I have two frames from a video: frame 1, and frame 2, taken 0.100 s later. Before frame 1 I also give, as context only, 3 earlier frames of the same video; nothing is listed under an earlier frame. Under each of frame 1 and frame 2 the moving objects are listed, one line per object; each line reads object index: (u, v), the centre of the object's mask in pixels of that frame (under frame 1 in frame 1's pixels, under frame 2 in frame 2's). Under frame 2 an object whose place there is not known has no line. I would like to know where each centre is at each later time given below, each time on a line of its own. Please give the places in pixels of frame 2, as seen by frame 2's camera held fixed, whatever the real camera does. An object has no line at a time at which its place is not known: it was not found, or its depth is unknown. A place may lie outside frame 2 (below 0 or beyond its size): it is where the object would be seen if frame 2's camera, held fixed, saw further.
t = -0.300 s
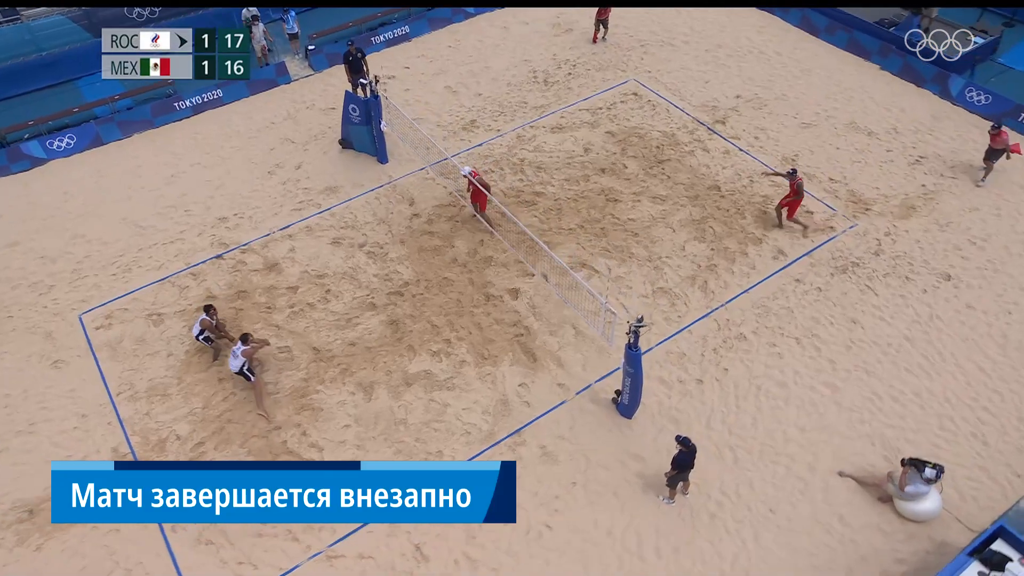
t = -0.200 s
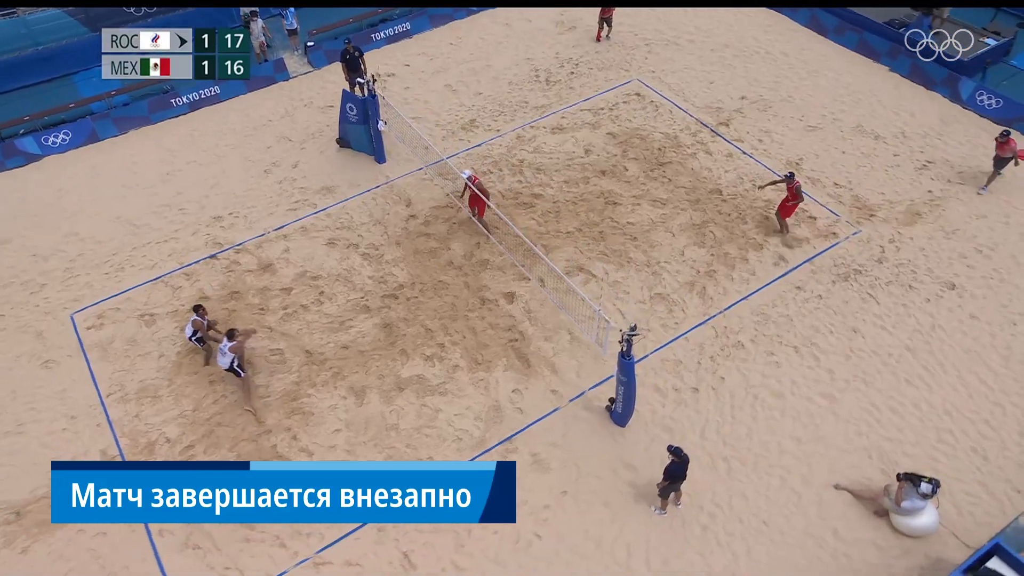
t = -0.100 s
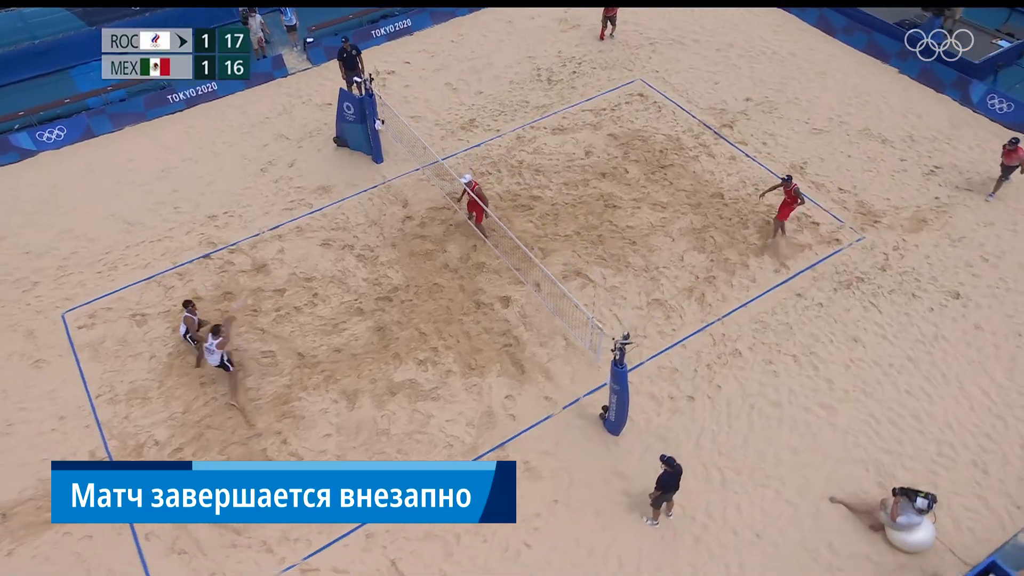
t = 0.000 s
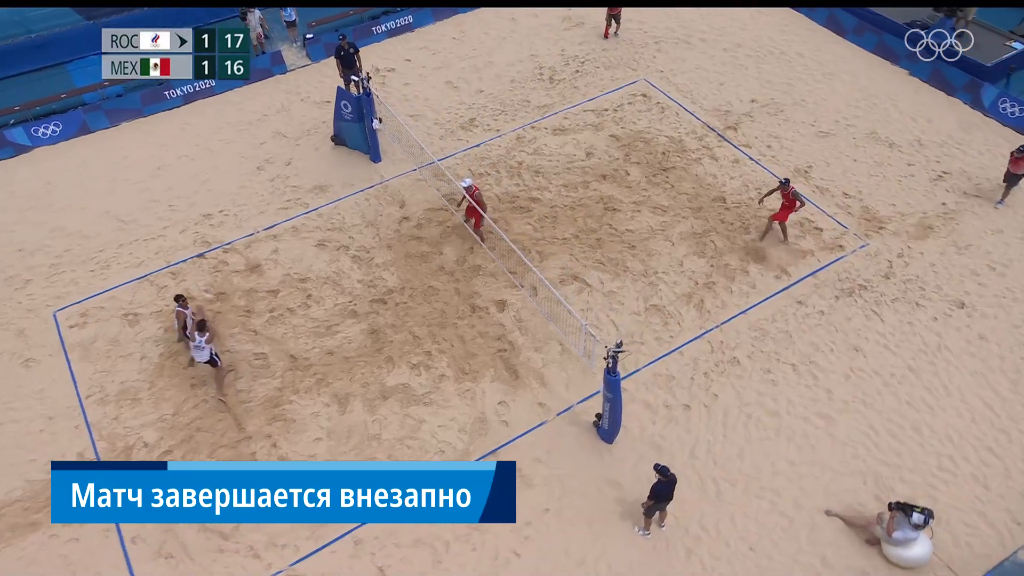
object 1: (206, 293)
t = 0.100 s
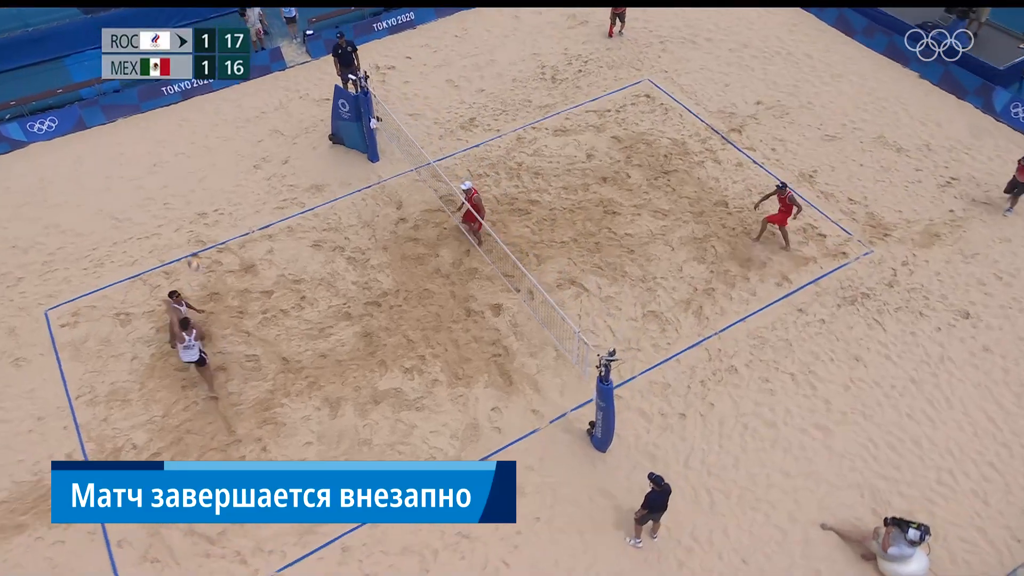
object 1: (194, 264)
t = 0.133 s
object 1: (191, 255)
